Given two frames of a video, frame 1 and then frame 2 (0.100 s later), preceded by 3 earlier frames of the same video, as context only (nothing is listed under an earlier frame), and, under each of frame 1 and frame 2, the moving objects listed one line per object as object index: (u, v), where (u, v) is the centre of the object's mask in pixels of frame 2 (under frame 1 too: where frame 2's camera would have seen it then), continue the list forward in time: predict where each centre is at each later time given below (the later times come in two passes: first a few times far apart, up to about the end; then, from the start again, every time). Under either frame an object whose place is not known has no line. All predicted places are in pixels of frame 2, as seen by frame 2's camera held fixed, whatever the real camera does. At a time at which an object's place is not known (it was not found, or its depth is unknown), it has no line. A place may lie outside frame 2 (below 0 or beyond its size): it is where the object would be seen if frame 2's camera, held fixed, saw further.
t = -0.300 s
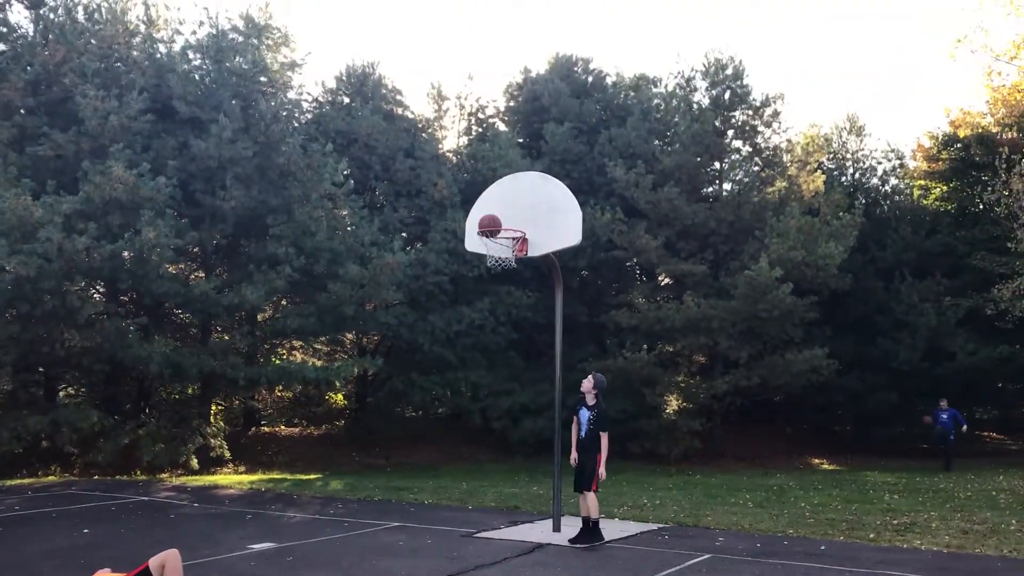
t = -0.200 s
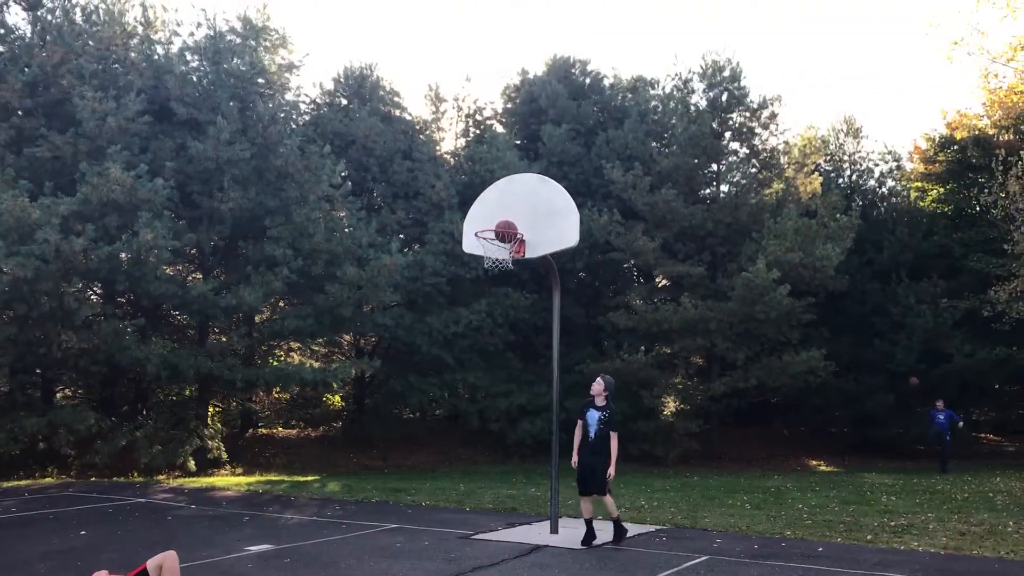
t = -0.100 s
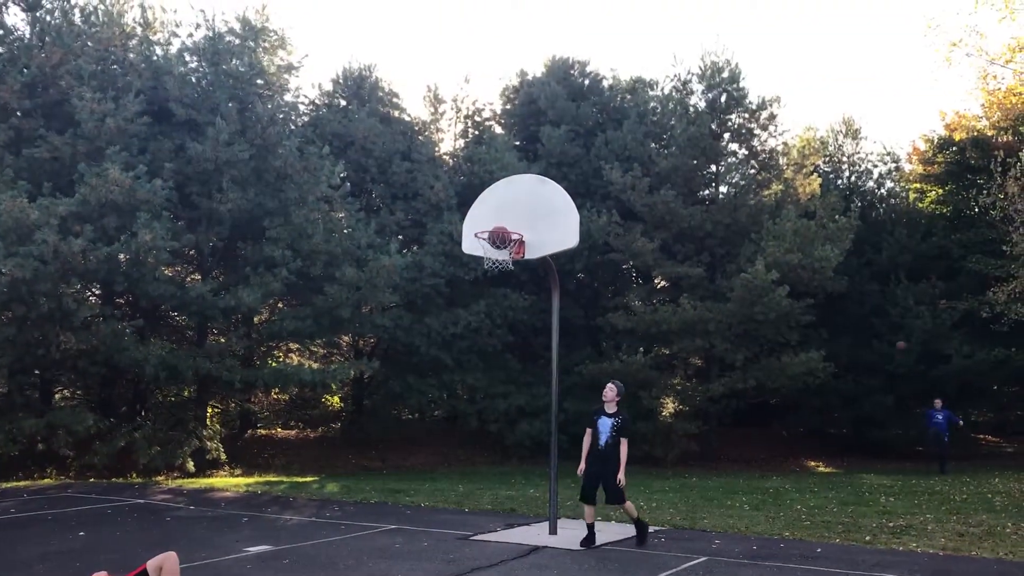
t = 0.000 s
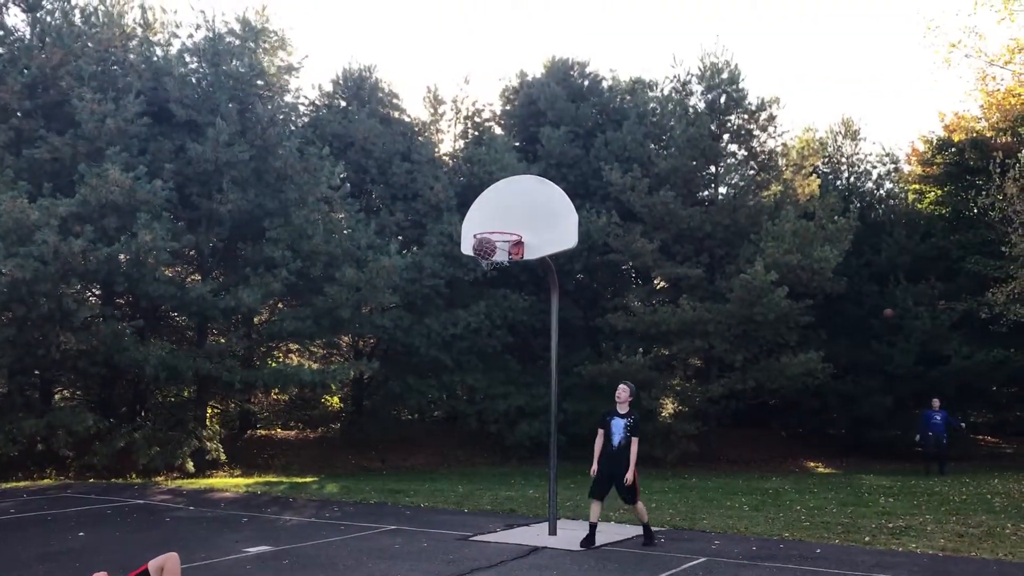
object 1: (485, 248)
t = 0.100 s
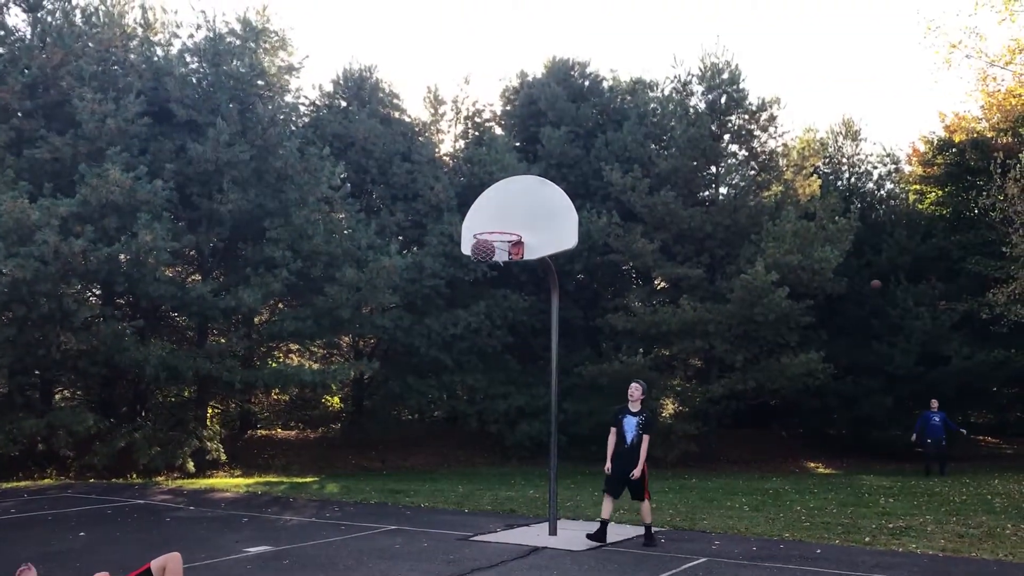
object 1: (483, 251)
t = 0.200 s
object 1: (490, 256)
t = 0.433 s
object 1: (506, 311)
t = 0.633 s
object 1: (520, 400)
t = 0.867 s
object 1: (534, 537)
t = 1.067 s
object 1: (539, 429)
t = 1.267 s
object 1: (544, 365)
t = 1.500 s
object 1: (549, 347)
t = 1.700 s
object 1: (552, 372)
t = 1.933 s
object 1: (556, 452)
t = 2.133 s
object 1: (559, 531)
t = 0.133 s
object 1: (485, 251)
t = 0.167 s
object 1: (487, 253)
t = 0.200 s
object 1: (490, 256)
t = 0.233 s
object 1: (492, 261)
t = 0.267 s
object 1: (495, 266)
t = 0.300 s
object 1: (497, 275)
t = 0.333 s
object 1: (499, 281)
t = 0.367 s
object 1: (501, 290)
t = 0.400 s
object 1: (504, 299)
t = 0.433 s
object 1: (506, 311)
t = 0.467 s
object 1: (509, 323)
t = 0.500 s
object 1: (511, 336)
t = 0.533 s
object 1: (513, 350)
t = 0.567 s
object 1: (516, 366)
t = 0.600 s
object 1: (518, 381)
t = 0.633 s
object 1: (520, 400)
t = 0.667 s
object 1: (522, 419)
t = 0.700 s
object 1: (524, 438)
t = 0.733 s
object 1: (526, 460)
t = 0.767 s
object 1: (528, 483)
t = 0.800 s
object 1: (529, 507)
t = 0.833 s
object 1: (532, 532)
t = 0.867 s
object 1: (534, 537)
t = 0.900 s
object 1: (534, 515)
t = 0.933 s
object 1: (536, 495)
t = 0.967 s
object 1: (537, 476)
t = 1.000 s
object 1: (537, 459)
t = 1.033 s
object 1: (539, 443)
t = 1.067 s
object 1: (539, 429)
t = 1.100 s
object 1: (540, 414)
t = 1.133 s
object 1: (540, 403)
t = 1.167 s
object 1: (541, 391)
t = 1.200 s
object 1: (542, 381)
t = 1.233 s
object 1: (543, 372)
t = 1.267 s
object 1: (544, 365)
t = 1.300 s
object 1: (545, 359)
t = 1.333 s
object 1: (545, 355)
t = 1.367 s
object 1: (546, 351)
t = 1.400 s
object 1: (547, 348)
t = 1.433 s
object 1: (547, 346)
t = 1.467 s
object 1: (548, 346)
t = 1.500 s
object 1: (549, 347)
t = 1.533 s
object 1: (549, 348)
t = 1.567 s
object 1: (550, 351)
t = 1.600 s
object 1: (551, 355)
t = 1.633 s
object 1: (551, 359)
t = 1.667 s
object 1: (552, 365)
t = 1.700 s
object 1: (552, 372)
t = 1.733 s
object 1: (553, 380)
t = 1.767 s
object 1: (554, 389)
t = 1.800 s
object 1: (554, 401)
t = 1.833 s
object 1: (555, 412)
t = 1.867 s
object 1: (556, 424)
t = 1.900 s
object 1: (556, 438)
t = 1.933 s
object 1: (556, 452)
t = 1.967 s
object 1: (557, 469)
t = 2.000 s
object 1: (558, 485)
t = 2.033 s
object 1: (558, 504)
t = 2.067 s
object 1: (558, 523)
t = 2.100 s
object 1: (559, 543)
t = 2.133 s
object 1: (559, 531)
